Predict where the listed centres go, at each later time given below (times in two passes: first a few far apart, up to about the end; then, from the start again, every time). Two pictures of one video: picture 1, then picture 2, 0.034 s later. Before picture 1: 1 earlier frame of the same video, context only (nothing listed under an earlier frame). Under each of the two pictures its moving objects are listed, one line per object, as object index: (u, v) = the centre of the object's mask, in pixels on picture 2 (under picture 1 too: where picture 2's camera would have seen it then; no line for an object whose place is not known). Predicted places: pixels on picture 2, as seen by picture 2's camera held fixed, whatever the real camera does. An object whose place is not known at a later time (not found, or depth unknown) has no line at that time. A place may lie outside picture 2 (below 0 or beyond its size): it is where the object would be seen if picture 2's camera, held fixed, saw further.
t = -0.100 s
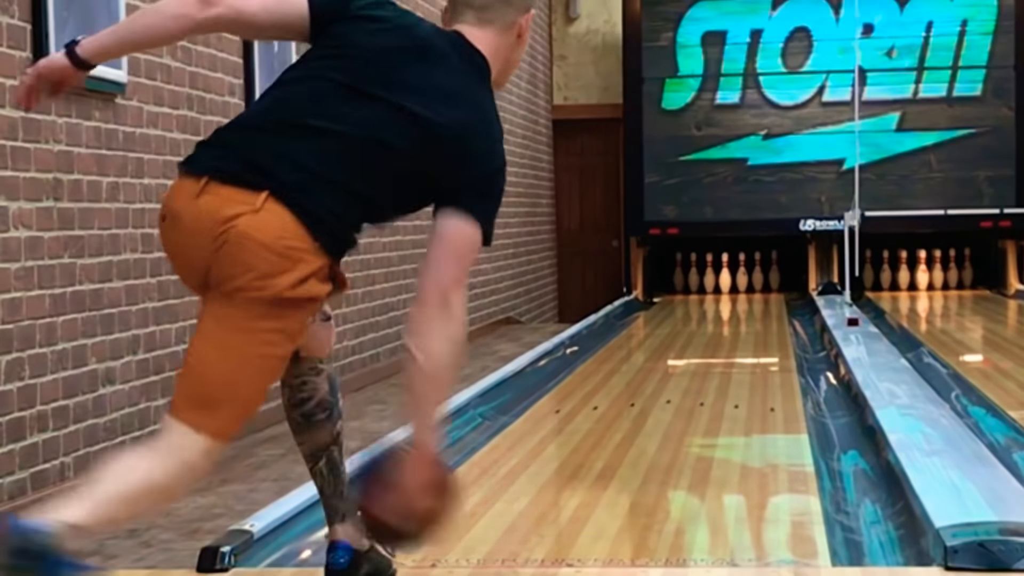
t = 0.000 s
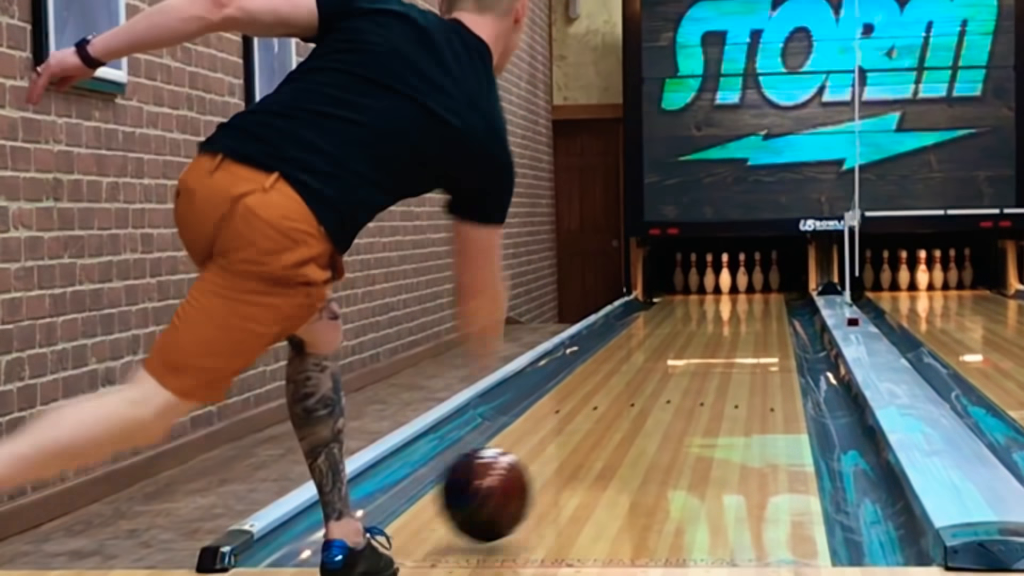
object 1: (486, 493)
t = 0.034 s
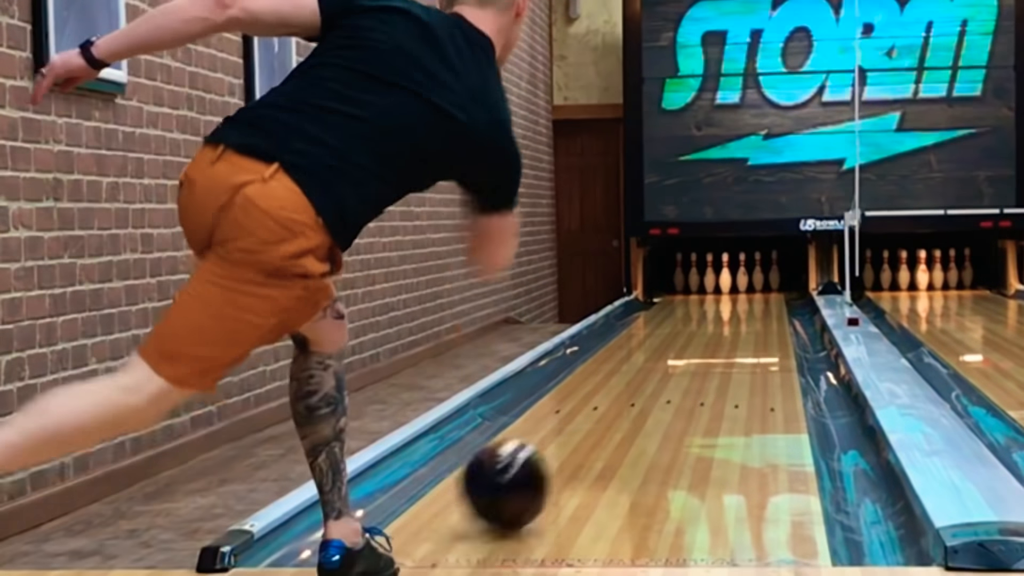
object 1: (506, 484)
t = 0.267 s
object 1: (604, 421)
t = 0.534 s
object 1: (671, 375)
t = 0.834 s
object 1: (717, 343)
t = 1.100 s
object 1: (743, 324)
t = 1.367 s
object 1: (760, 310)
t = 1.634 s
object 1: (768, 299)
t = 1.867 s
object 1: (767, 292)
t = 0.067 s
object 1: (523, 472)
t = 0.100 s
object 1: (540, 464)
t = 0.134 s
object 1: (554, 454)
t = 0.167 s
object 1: (568, 445)
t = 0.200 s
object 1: (581, 437)
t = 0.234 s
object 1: (593, 429)
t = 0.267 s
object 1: (604, 421)
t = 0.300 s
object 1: (615, 413)
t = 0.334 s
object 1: (624, 407)
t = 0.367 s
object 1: (633, 401)
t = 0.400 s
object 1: (642, 396)
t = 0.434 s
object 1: (650, 391)
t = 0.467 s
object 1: (657, 385)
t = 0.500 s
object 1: (664, 380)
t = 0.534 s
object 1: (671, 375)
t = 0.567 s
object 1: (677, 372)
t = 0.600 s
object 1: (683, 367)
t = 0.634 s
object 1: (688, 364)
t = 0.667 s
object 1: (694, 360)
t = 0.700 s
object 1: (699, 356)
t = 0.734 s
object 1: (704, 353)
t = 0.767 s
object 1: (708, 349)
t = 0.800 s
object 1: (712, 347)
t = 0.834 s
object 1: (717, 343)
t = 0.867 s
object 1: (721, 340)
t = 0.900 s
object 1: (724, 338)
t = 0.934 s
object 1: (728, 335)
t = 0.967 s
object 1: (731, 333)
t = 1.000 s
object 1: (734, 330)
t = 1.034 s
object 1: (737, 328)
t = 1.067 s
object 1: (740, 326)
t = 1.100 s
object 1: (743, 324)
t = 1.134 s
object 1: (745, 322)
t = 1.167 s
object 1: (747, 320)
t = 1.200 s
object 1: (750, 318)
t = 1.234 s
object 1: (752, 316)
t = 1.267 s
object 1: (754, 315)
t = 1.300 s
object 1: (756, 313)
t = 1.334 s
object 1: (758, 311)
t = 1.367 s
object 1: (760, 310)
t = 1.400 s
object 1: (761, 308)
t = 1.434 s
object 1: (763, 307)
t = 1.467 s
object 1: (764, 306)
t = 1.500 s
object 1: (766, 304)
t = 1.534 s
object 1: (767, 303)
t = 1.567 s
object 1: (767, 302)
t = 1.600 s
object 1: (768, 301)
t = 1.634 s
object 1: (768, 299)
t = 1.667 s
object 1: (769, 298)
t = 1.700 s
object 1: (769, 297)
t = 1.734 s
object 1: (769, 296)
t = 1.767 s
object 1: (769, 295)
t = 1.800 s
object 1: (769, 294)
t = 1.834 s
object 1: (768, 294)
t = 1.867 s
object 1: (767, 292)
